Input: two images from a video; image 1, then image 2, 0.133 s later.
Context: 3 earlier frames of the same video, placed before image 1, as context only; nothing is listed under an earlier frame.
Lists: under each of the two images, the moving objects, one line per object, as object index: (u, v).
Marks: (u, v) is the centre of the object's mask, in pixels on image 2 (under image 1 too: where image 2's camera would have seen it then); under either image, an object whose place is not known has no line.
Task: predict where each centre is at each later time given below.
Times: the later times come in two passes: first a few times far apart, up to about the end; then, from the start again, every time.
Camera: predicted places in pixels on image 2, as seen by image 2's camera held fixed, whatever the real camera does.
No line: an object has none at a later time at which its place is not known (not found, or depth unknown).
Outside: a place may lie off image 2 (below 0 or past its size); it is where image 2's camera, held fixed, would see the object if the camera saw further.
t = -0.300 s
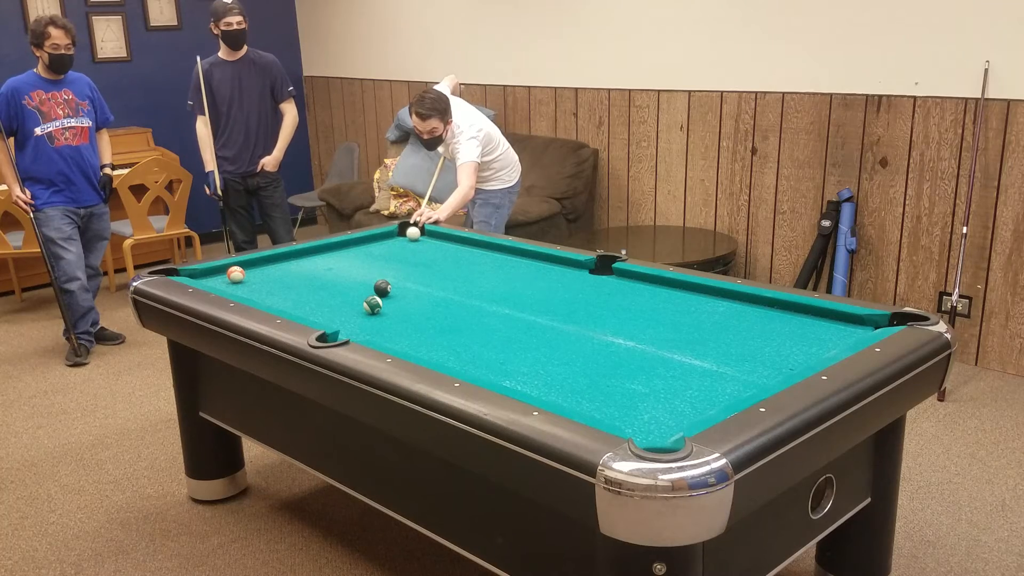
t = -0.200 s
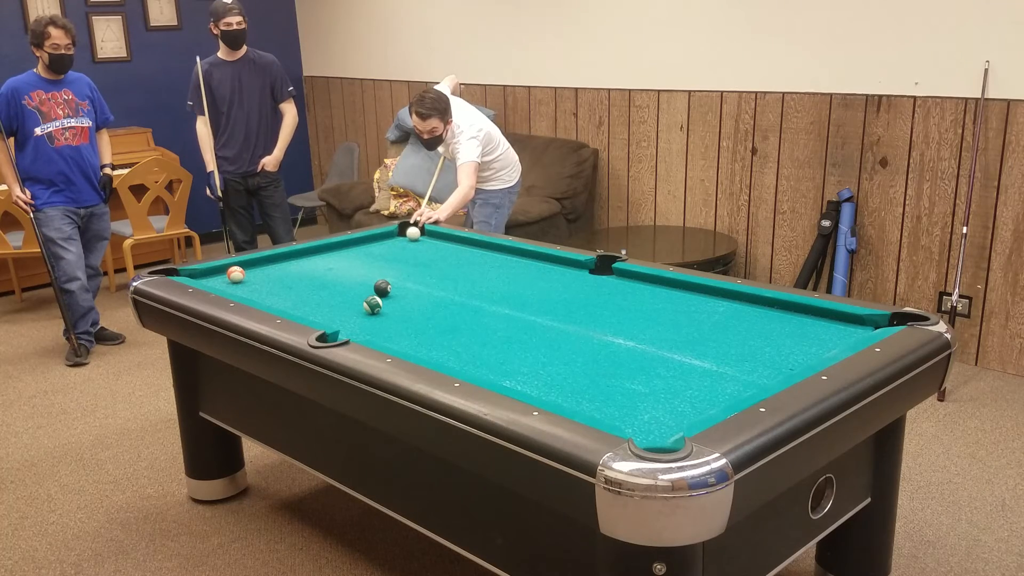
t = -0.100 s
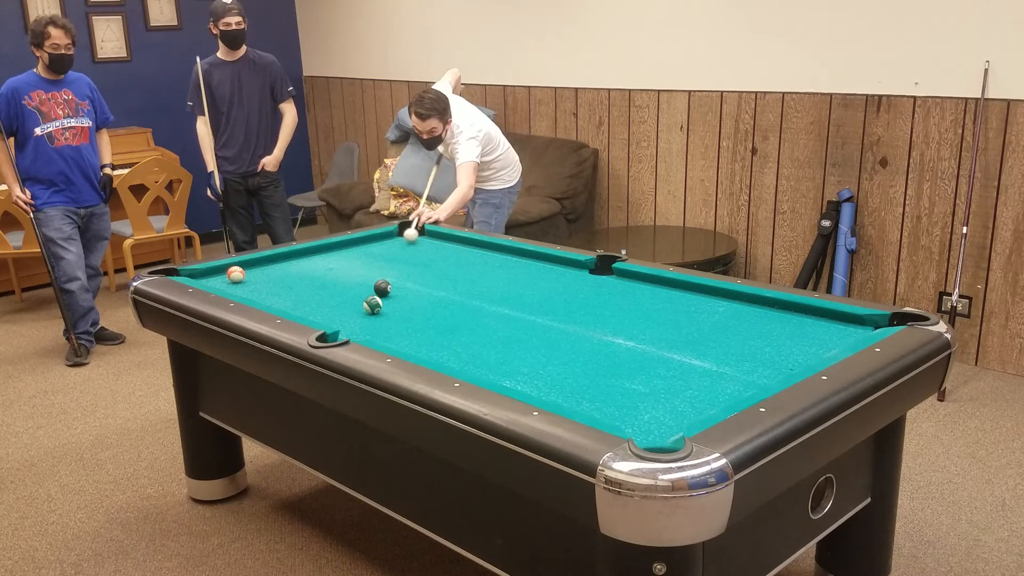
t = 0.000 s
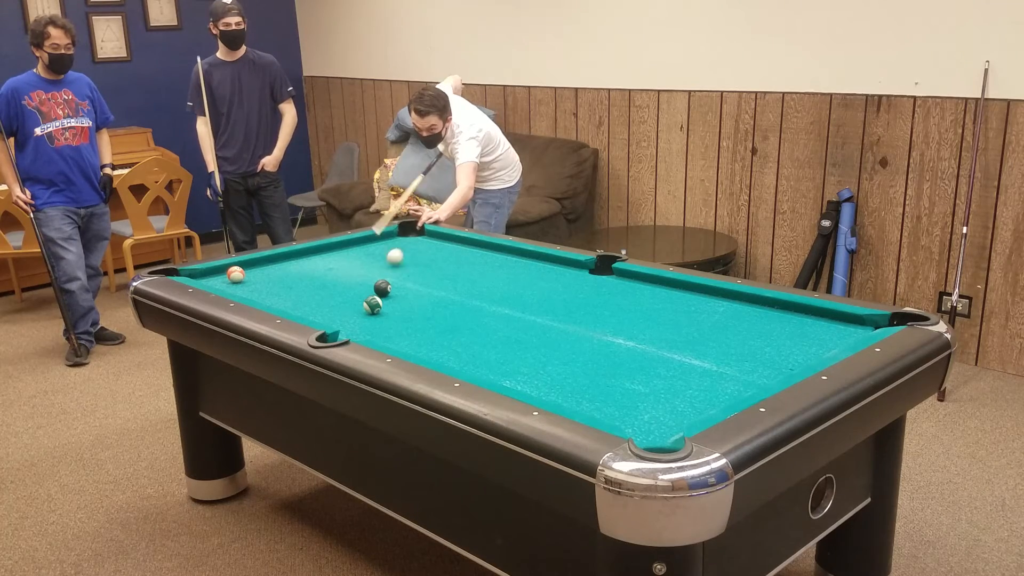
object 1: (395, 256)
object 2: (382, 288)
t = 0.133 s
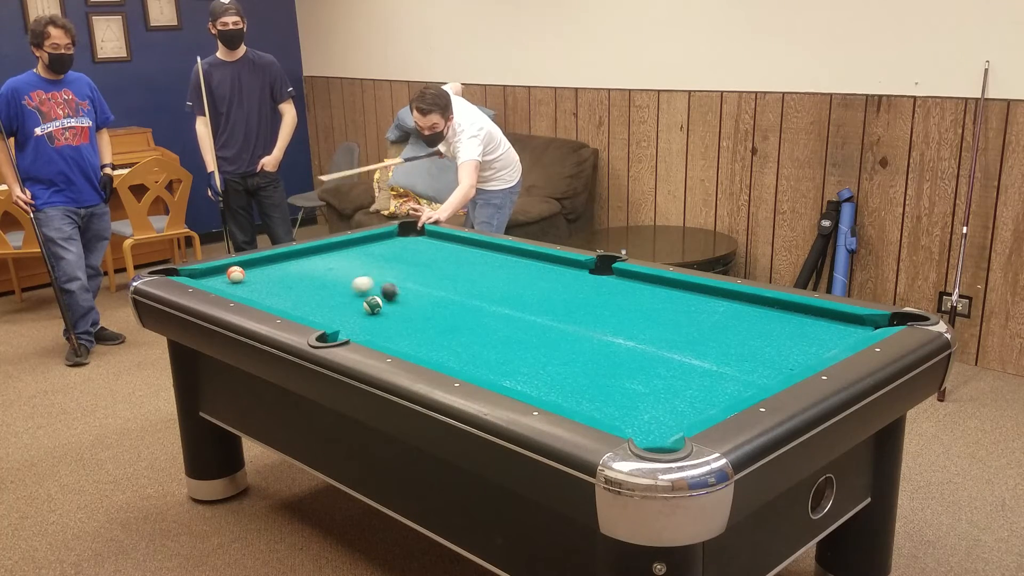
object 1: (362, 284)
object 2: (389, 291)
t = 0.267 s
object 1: (303, 299)
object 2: (424, 315)
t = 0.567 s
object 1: (318, 287)
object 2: (502, 365)
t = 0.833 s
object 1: (351, 271)
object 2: (601, 409)
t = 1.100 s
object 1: (380, 258)
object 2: (636, 428)
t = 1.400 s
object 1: (406, 244)
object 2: (664, 412)
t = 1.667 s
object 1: (427, 234)
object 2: (686, 398)
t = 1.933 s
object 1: (406, 235)
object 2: (703, 387)
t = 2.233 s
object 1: (382, 238)
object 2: (719, 375)
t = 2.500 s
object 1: (361, 240)
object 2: (731, 366)
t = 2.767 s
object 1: (352, 243)
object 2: (742, 358)
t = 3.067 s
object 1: (344, 246)
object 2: (753, 351)
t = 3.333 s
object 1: (336, 248)
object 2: (761, 345)
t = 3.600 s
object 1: (329, 250)
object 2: (767, 340)
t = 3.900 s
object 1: (322, 252)
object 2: (773, 336)
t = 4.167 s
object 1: (317, 253)
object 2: (777, 332)
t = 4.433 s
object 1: (313, 255)
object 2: (780, 330)
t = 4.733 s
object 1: (309, 256)
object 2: (781, 327)
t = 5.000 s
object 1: (306, 256)
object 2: (784, 326)
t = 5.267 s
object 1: (305, 256)
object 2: (786, 326)
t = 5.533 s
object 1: (306, 256)
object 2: (786, 326)
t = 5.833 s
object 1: (306, 256)
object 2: (786, 326)
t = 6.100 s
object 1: (306, 256)
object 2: (786, 326)
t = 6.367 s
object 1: (306, 256)
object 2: (786, 326)
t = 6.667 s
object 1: (306, 256)
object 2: (786, 326)
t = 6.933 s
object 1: (306, 256)
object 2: (786, 326)
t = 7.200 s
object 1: (306, 256)
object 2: (786, 326)
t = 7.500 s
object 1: (306, 256)
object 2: (786, 326)
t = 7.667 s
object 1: (306, 256)
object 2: (786, 326)
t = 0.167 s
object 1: (347, 289)
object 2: (398, 298)
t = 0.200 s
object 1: (331, 292)
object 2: (407, 303)
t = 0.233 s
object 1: (317, 296)
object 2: (416, 309)
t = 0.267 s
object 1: (303, 299)
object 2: (424, 315)
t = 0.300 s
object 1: (289, 302)
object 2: (433, 320)
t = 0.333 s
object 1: (277, 303)
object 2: (442, 326)
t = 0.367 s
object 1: (285, 302)
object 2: (449, 331)
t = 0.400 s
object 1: (291, 299)
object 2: (458, 336)
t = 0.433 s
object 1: (298, 297)
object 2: (466, 342)
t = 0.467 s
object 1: (303, 294)
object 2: (474, 347)
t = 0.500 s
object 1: (308, 292)
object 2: (483, 353)
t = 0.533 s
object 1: (313, 290)
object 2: (492, 359)
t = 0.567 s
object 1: (318, 287)
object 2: (502, 365)
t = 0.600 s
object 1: (322, 285)
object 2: (511, 371)
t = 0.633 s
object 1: (327, 283)
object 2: (521, 378)
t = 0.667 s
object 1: (331, 281)
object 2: (532, 384)
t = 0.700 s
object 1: (335, 279)
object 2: (542, 389)
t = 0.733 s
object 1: (339, 277)
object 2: (555, 395)
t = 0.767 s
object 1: (343, 275)
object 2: (568, 401)
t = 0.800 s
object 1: (347, 273)
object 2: (584, 405)
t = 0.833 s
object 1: (351, 271)
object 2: (601, 409)
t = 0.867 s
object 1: (355, 269)
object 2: (618, 416)
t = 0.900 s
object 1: (359, 268)
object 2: (634, 421)
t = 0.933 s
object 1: (362, 266)
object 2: (652, 425)
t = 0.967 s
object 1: (366, 264)
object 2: (669, 429)
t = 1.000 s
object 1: (370, 262)
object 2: (658, 429)
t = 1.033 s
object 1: (373, 261)
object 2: (644, 430)
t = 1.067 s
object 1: (376, 259)
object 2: (635, 429)
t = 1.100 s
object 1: (380, 258)
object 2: (636, 428)
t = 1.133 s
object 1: (383, 256)
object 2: (639, 427)
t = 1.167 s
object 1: (386, 254)
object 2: (642, 424)
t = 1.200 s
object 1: (389, 253)
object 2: (645, 423)
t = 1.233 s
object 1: (392, 251)
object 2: (649, 421)
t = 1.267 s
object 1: (395, 250)
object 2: (652, 419)
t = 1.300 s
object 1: (398, 248)
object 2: (655, 417)
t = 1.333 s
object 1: (401, 247)
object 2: (658, 415)
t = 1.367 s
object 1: (404, 245)
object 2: (662, 413)
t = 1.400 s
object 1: (406, 244)
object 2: (664, 412)
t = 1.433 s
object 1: (409, 243)
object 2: (667, 410)
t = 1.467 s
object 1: (412, 241)
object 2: (670, 408)
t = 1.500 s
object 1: (414, 240)
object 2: (673, 407)
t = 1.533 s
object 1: (417, 239)
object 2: (676, 405)
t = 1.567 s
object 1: (419, 238)
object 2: (678, 403)
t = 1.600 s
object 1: (422, 236)
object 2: (681, 402)
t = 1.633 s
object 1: (424, 235)
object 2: (683, 400)
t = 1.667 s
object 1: (427, 234)
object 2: (686, 398)
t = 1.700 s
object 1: (426, 233)
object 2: (688, 397)
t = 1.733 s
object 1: (423, 233)
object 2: (690, 395)
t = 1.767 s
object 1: (420, 234)
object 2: (692, 394)
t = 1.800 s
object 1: (418, 234)
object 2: (694, 392)
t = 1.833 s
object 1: (415, 234)
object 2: (697, 391)
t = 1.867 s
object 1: (412, 235)
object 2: (699, 389)
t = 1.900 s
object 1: (409, 235)
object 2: (701, 388)
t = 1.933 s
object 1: (406, 235)
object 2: (703, 387)
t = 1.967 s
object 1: (404, 236)
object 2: (705, 385)
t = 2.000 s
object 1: (401, 236)
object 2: (707, 384)
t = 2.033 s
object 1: (398, 236)
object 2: (708, 382)
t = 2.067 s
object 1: (396, 237)
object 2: (710, 381)
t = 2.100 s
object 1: (393, 237)
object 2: (712, 380)
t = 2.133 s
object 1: (390, 237)
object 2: (714, 379)
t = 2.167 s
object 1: (387, 238)
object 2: (716, 377)
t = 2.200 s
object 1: (385, 238)
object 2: (717, 376)
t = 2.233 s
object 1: (382, 238)
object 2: (719, 375)
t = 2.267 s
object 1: (379, 238)
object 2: (721, 374)
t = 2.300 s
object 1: (377, 239)
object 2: (722, 373)
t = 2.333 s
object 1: (374, 239)
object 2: (723, 371)
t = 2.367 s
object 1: (372, 239)
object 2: (725, 370)
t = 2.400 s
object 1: (369, 239)
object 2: (726, 369)
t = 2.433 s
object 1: (367, 239)
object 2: (728, 368)
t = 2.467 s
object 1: (364, 240)
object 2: (730, 367)
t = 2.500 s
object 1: (361, 240)
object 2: (731, 366)
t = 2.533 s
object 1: (359, 240)
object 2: (733, 365)
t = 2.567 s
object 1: (358, 241)
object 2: (734, 364)
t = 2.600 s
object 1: (357, 241)
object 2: (735, 363)
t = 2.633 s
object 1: (356, 241)
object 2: (736, 362)
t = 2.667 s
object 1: (355, 242)
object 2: (738, 361)
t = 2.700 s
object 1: (354, 242)
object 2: (739, 360)
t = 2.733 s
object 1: (353, 243)
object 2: (741, 359)
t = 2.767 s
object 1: (352, 243)
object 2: (742, 358)
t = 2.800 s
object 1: (351, 243)
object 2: (743, 357)
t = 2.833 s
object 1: (350, 244)
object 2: (745, 356)
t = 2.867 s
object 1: (349, 244)
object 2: (746, 355)
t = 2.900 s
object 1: (348, 244)
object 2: (747, 355)
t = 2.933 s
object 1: (347, 244)
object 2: (748, 354)
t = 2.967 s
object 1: (346, 245)
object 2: (749, 353)
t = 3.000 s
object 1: (345, 245)
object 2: (750, 352)
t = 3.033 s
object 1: (344, 245)
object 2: (752, 351)
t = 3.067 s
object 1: (344, 246)
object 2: (753, 351)
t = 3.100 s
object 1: (343, 246)
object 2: (754, 350)
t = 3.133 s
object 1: (341, 247)
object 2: (755, 349)
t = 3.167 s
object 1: (341, 247)
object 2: (756, 349)
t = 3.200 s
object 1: (340, 247)
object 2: (757, 348)
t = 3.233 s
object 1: (339, 247)
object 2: (758, 347)
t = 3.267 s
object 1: (338, 248)
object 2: (759, 346)
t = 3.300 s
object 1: (337, 248)
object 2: (760, 346)
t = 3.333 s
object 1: (336, 248)
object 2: (761, 345)
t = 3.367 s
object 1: (335, 248)
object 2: (762, 344)
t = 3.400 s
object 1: (334, 249)
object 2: (763, 344)
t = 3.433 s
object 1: (333, 249)
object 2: (764, 343)
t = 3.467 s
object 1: (332, 249)
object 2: (764, 343)
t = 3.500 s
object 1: (331, 249)
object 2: (765, 342)
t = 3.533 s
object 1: (330, 250)
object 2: (766, 341)
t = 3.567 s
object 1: (329, 250)
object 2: (767, 341)
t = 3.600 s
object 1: (329, 250)
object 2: (767, 340)
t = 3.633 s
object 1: (328, 250)
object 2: (768, 340)
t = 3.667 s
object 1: (327, 251)
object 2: (769, 339)
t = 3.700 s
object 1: (326, 251)
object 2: (769, 339)
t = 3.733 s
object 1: (325, 251)
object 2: (770, 338)
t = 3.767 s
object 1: (325, 251)
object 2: (771, 337)
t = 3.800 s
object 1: (324, 251)
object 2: (771, 337)
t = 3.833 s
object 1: (323, 251)
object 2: (772, 336)
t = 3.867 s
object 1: (322, 252)
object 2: (772, 336)
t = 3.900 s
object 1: (322, 252)
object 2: (773, 336)
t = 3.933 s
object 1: (321, 252)
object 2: (773, 335)
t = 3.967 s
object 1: (320, 252)
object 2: (774, 335)
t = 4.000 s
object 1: (320, 253)
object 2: (774, 334)
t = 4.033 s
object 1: (319, 253)
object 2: (775, 334)
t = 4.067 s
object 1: (318, 253)
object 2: (775, 333)
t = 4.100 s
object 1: (318, 253)
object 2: (776, 333)
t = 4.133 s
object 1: (317, 253)
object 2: (776, 333)
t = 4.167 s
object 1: (317, 253)
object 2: (777, 332)
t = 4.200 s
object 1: (316, 254)
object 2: (777, 332)
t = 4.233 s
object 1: (316, 254)
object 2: (778, 332)
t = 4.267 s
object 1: (315, 254)
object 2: (778, 331)
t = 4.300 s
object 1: (315, 254)
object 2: (778, 331)
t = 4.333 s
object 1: (314, 254)
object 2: (779, 330)
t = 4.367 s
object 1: (314, 254)
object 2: (779, 330)
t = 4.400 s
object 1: (313, 255)
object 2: (779, 330)
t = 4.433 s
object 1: (313, 255)
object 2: (780, 330)
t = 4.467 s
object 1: (312, 255)
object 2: (780, 329)
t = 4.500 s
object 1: (312, 255)
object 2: (780, 329)
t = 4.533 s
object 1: (312, 255)
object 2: (780, 329)
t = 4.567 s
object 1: (311, 255)
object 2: (780, 328)
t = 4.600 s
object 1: (311, 255)
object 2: (781, 328)
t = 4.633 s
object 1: (310, 255)
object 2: (781, 328)
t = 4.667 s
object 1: (310, 256)
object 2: (781, 327)
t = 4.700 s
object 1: (310, 256)
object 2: (781, 327)
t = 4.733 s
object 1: (309, 256)
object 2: (781, 327)
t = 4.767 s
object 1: (309, 256)
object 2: (782, 327)
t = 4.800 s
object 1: (308, 256)
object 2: (782, 327)
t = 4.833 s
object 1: (308, 256)
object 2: (782, 327)
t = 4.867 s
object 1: (308, 256)
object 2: (783, 327)
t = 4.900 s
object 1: (307, 256)
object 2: (783, 326)
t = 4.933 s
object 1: (307, 256)
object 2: (783, 326)
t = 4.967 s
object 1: (306, 256)
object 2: (783, 326)
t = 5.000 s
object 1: (306, 256)
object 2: (784, 326)
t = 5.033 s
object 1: (306, 256)
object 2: (784, 326)
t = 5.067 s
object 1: (306, 256)
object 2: (784, 326)
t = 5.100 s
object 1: (305, 256)
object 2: (784, 326)
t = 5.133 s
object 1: (305, 256)
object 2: (785, 326)
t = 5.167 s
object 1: (305, 256)
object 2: (785, 326)
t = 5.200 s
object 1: (305, 256)
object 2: (785, 326)
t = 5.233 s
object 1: (305, 256)
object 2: (786, 326)
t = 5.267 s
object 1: (305, 256)
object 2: (786, 326)
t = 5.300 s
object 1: (305, 256)
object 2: (786, 326)
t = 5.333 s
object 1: (305, 256)
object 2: (787, 326)
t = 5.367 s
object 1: (305, 256)
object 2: (787, 326)
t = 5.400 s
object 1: (305, 256)
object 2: (787, 326)
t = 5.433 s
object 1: (305, 256)
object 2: (787, 326)
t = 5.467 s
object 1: (305, 256)
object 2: (787, 326)
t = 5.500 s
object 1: (305, 256)
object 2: (787, 326)
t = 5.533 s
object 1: (306, 256)
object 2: (786, 326)
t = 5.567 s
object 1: (306, 256)
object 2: (786, 326)
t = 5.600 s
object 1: (306, 256)
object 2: (786, 326)
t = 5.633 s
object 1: (306, 256)
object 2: (786, 326)
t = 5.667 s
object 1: (306, 256)
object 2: (786, 326)
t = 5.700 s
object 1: (306, 256)
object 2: (786, 326)
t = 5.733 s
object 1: (306, 256)
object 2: (786, 326)
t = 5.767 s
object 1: (306, 256)
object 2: (786, 326)
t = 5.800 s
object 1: (306, 256)
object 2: (786, 326)
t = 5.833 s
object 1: (306, 256)
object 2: (786, 326)
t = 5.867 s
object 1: (306, 256)
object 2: (786, 326)
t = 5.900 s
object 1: (306, 256)
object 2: (786, 326)
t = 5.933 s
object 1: (306, 256)
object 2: (786, 326)
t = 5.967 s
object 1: (306, 256)
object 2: (786, 326)
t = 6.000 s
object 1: (306, 256)
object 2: (786, 326)
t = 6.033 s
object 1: (306, 256)
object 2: (786, 326)
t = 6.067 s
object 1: (306, 256)
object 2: (786, 326)
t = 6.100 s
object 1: (306, 256)
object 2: (786, 326)
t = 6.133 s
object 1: (306, 256)
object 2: (786, 326)
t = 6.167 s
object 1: (306, 256)
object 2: (786, 326)
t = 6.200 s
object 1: (306, 256)
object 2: (786, 326)
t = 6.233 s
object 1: (306, 256)
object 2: (786, 326)
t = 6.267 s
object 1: (306, 256)
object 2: (786, 326)
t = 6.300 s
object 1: (306, 256)
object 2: (786, 326)
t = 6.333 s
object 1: (306, 256)
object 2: (786, 326)
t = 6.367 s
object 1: (306, 256)
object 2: (786, 326)
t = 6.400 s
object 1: (306, 256)
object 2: (786, 326)
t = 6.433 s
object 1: (306, 256)
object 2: (786, 326)
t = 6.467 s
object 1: (306, 256)
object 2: (786, 326)
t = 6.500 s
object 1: (306, 256)
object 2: (786, 326)
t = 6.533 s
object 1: (306, 256)
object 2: (786, 326)
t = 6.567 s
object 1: (306, 256)
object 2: (786, 326)
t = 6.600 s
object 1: (306, 256)
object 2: (786, 326)
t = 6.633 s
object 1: (306, 256)
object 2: (786, 326)
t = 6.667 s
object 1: (306, 256)
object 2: (786, 326)
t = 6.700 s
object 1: (306, 256)
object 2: (786, 326)
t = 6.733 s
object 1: (306, 256)
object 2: (786, 326)
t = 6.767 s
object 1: (306, 256)
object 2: (786, 326)
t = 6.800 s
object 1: (306, 256)
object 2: (786, 326)
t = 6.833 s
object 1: (306, 256)
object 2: (786, 326)
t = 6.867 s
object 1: (306, 256)
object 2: (786, 326)
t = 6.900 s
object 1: (306, 256)
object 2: (786, 326)
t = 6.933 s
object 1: (306, 256)
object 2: (786, 326)
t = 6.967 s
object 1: (306, 256)
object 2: (786, 326)
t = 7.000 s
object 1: (306, 256)
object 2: (786, 326)
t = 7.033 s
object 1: (306, 256)
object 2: (786, 326)
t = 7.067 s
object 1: (306, 256)
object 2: (786, 326)
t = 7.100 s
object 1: (306, 256)
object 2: (786, 326)
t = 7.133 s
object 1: (306, 256)
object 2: (786, 326)
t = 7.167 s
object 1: (306, 256)
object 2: (786, 326)
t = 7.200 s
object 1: (306, 256)
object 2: (786, 326)
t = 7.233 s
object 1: (306, 256)
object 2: (786, 326)
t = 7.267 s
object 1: (306, 256)
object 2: (786, 326)
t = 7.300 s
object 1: (306, 256)
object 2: (786, 326)
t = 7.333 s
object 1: (306, 256)
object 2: (786, 326)
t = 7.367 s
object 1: (306, 256)
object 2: (786, 326)
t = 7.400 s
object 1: (306, 256)
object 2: (786, 326)
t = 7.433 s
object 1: (306, 256)
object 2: (786, 326)
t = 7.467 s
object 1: (306, 256)
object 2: (786, 326)
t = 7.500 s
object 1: (306, 256)
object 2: (786, 326)
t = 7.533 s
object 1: (306, 256)
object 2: (786, 326)
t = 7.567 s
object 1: (306, 256)
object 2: (786, 326)
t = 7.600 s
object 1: (306, 256)
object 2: (786, 326)
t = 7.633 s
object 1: (306, 256)
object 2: (786, 326)
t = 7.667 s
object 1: (306, 256)
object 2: (786, 326)
